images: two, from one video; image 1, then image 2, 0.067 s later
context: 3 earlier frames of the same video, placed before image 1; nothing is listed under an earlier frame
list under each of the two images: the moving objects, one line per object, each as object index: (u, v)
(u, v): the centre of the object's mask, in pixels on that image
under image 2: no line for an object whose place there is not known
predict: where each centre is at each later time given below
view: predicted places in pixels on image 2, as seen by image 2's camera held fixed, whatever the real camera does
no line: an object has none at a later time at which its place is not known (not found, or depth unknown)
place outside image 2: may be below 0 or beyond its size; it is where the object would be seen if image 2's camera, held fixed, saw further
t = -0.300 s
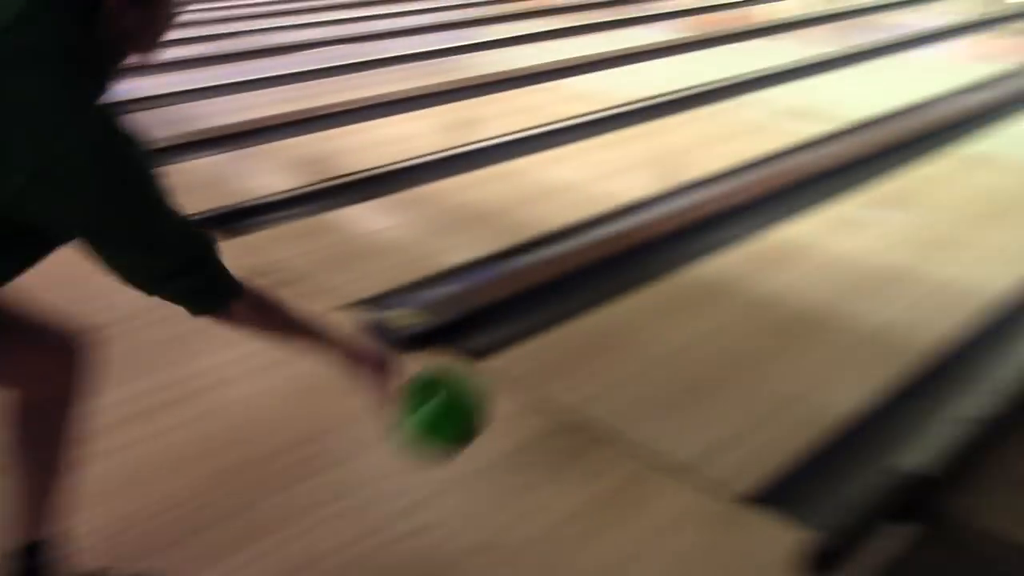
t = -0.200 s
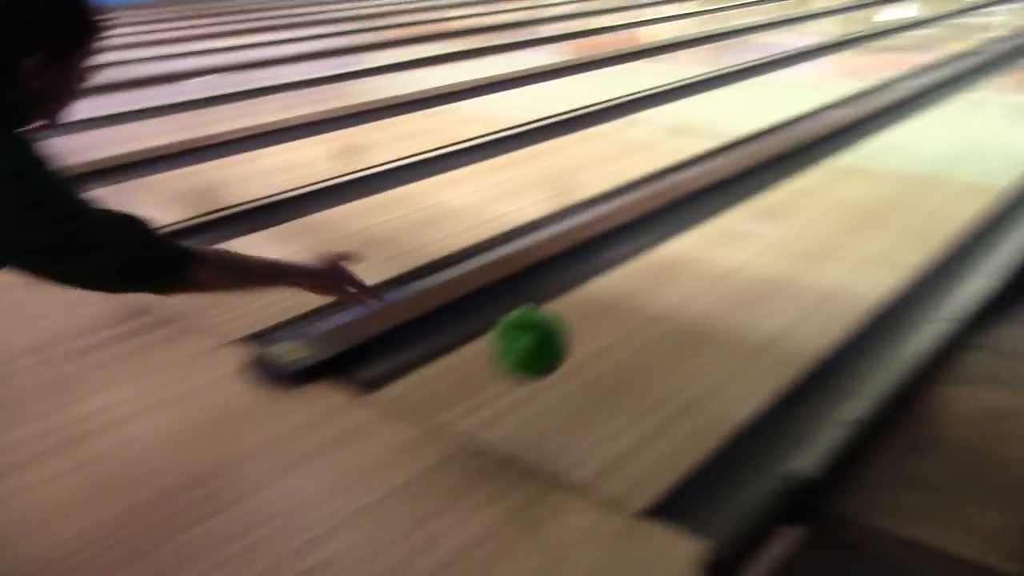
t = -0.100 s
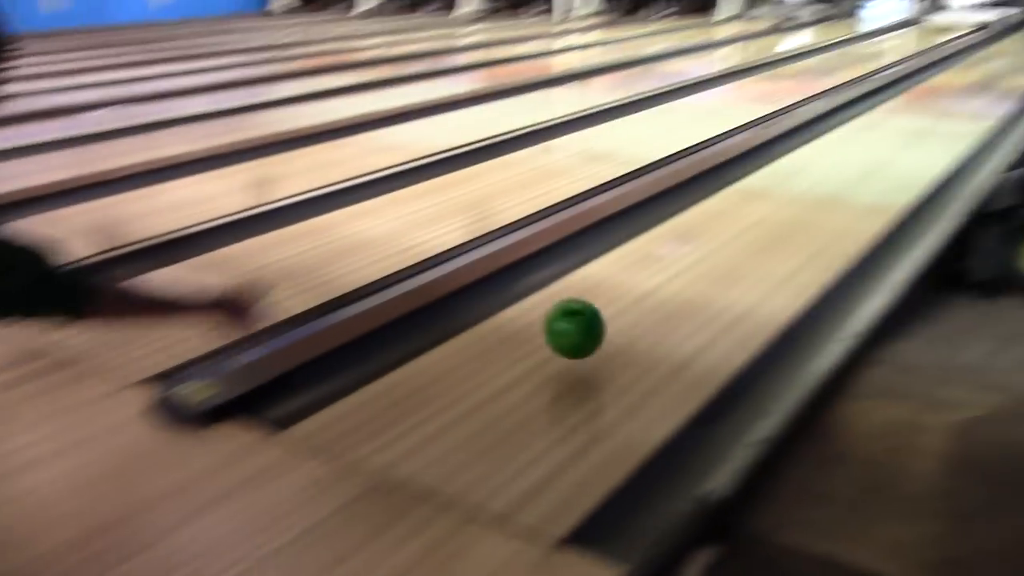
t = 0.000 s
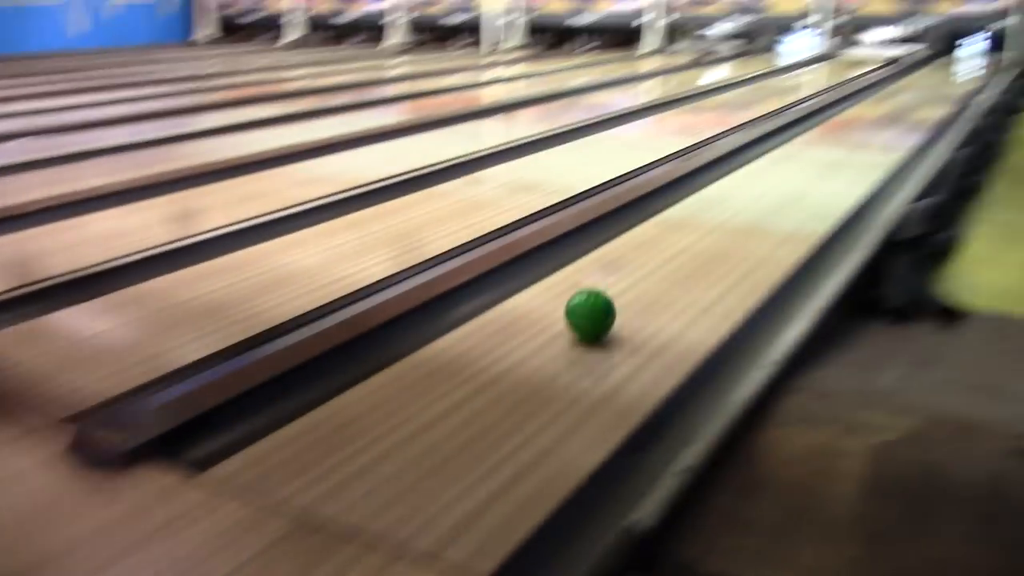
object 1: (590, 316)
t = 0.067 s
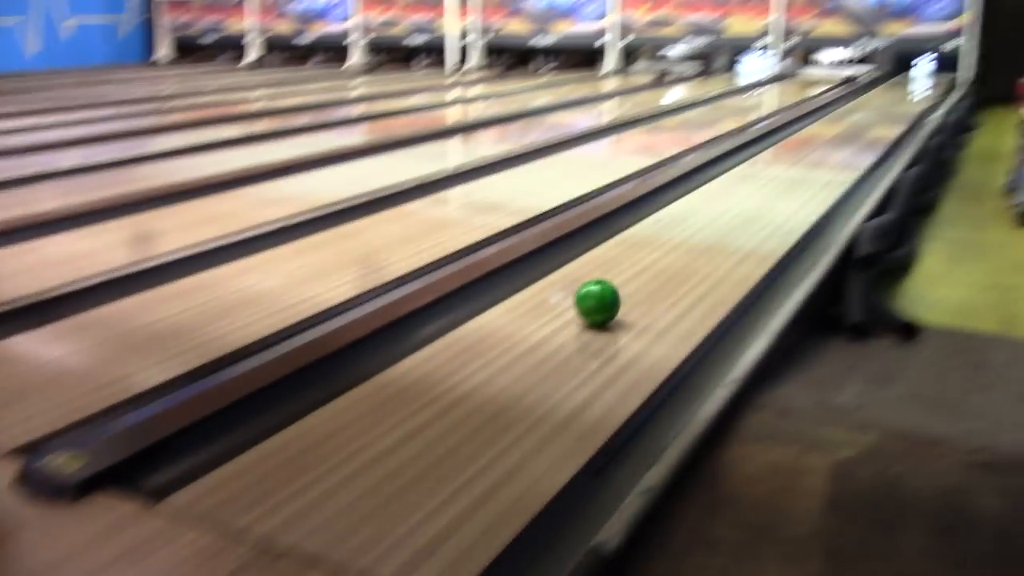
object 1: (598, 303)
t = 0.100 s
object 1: (617, 289)
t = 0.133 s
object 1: (634, 276)
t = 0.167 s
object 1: (650, 264)
